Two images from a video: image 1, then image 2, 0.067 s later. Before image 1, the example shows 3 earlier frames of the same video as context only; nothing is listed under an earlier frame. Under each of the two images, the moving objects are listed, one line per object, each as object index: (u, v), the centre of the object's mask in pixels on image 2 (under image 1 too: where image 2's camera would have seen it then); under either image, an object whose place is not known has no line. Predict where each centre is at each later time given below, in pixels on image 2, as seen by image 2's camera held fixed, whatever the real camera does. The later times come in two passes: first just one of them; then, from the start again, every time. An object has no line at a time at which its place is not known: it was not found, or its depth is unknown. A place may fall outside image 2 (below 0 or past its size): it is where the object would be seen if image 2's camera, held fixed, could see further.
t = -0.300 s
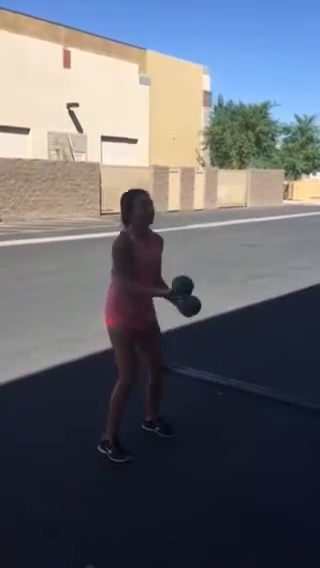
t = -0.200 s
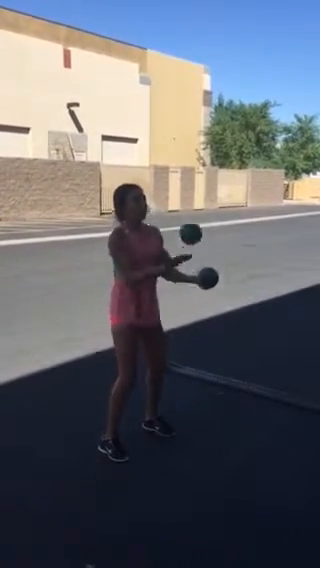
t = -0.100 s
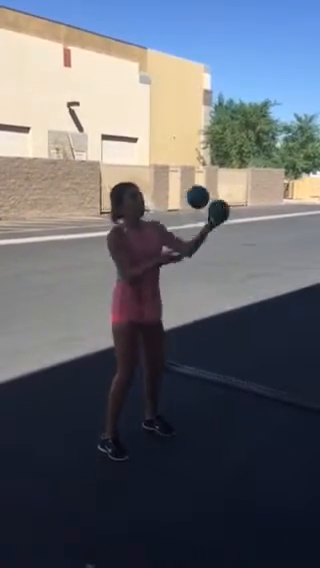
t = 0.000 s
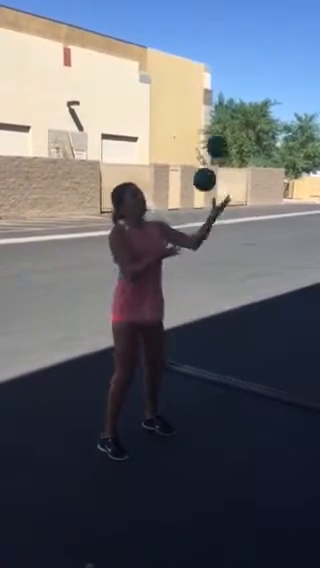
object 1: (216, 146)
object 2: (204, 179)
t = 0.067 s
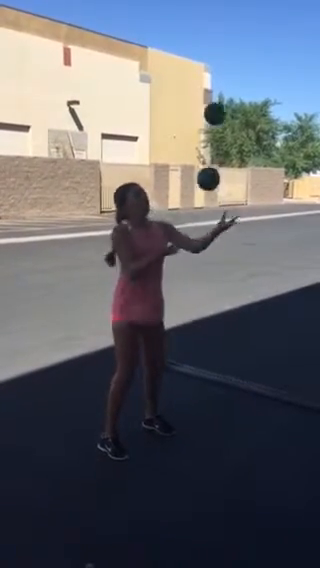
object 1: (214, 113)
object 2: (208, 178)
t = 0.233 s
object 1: (206, 67)
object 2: (215, 215)
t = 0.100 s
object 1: (213, 100)
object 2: (209, 181)
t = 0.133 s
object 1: (211, 89)
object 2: (211, 187)
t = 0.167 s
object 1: (210, 79)
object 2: (212, 194)
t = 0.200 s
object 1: (208, 72)
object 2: (213, 203)
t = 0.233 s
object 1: (206, 67)
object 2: (215, 215)
